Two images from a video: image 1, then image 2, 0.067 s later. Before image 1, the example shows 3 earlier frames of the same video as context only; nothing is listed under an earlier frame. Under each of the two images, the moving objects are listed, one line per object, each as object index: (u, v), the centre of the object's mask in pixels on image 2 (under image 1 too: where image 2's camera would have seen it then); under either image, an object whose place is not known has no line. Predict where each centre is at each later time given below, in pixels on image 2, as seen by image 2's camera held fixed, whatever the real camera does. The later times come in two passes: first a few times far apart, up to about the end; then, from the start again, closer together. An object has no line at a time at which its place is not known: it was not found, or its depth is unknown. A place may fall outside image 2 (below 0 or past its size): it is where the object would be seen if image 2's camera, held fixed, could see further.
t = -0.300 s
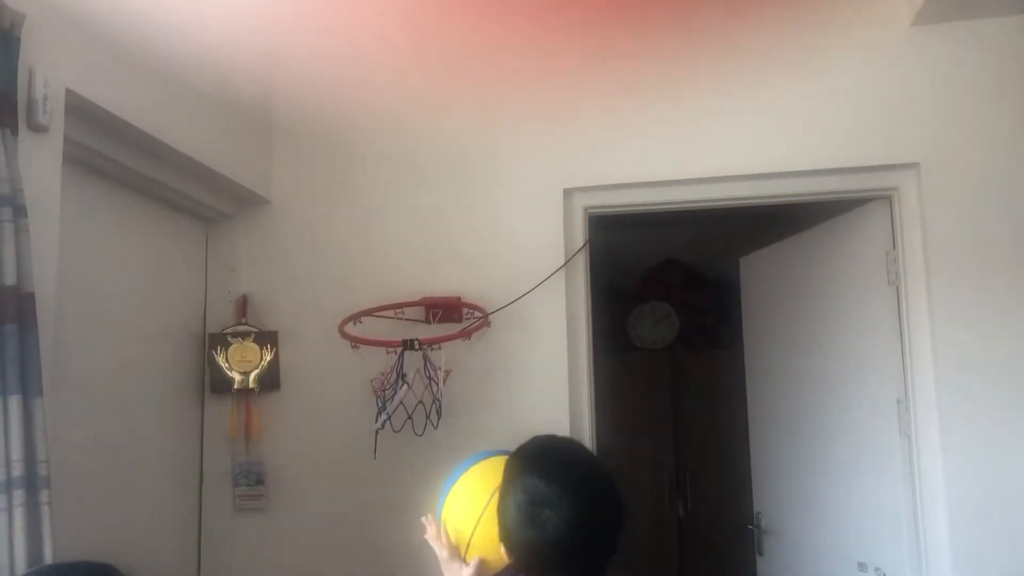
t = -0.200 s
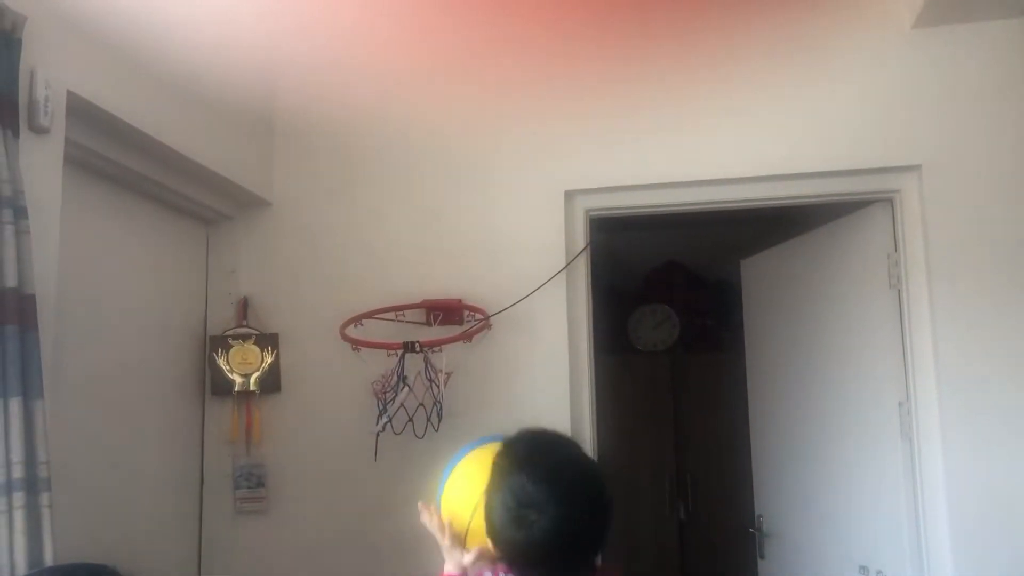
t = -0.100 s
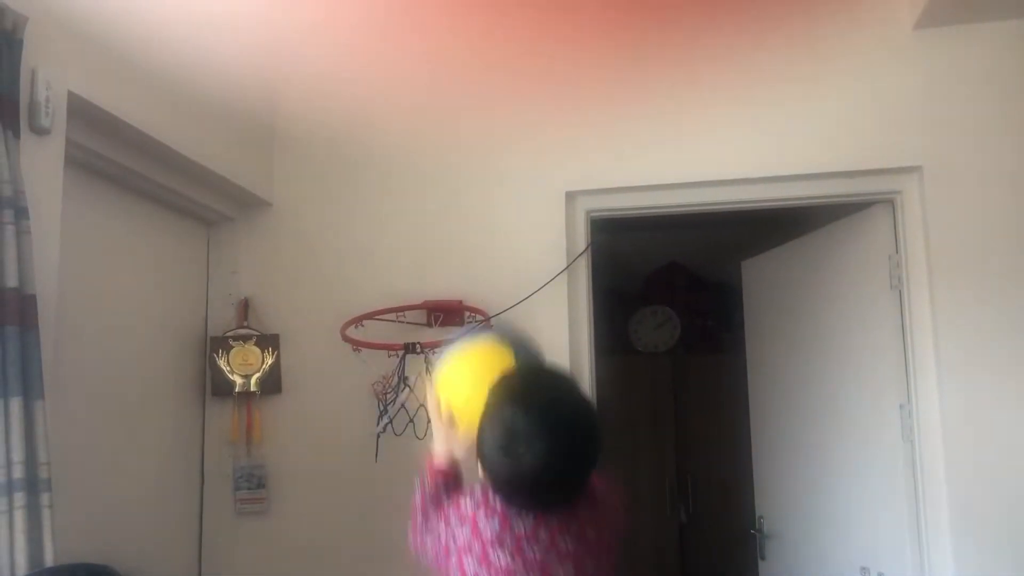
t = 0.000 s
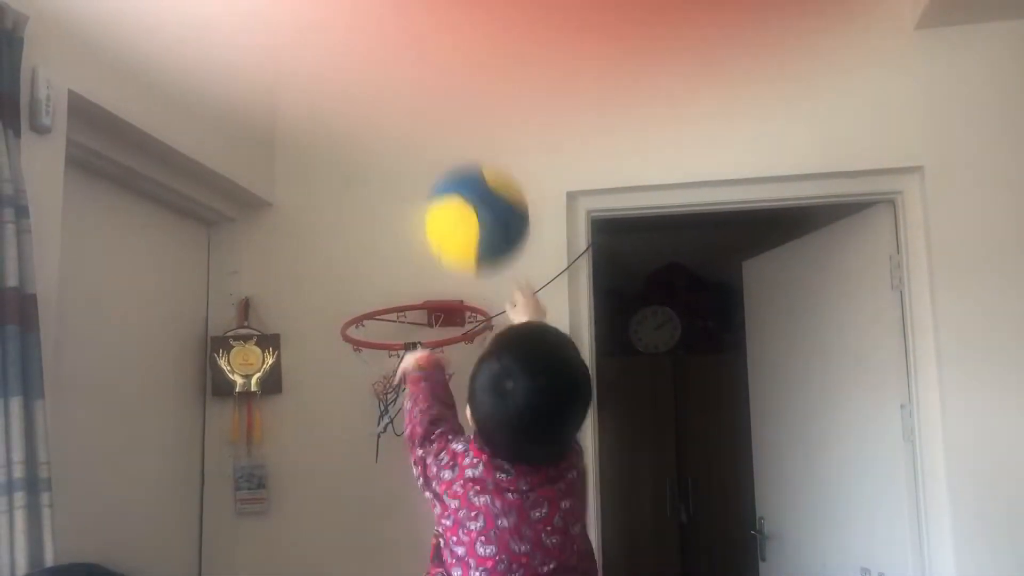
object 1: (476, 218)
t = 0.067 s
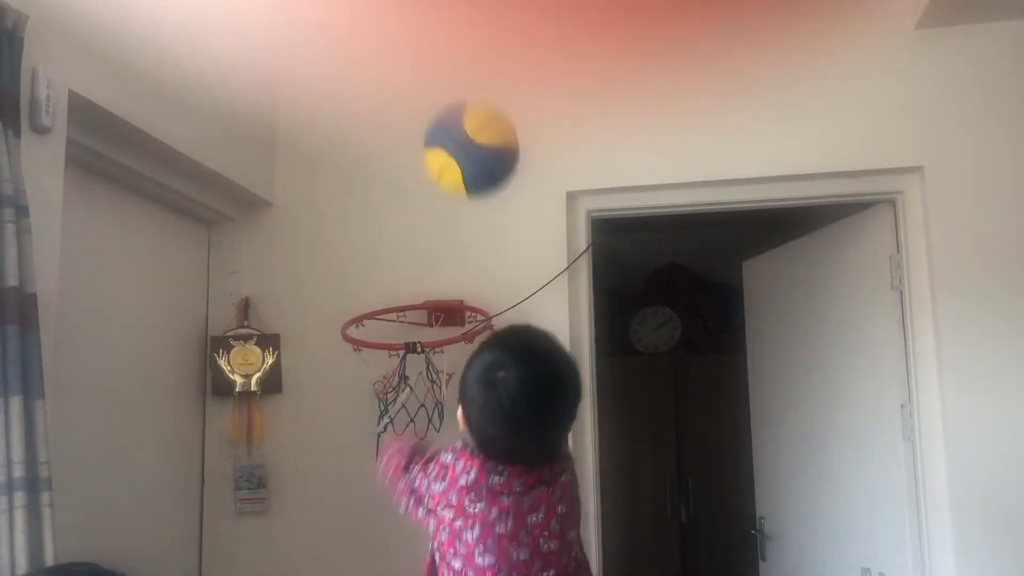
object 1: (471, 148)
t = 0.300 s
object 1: (460, 107)
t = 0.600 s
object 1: (448, 250)
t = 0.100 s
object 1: (469, 125)
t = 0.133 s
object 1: (467, 108)
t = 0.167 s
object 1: (465, 99)
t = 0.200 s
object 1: (464, 95)
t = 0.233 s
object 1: (462, 95)
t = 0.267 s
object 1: (462, 98)
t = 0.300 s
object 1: (460, 107)
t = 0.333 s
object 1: (459, 120)
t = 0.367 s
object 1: (458, 136)
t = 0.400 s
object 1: (457, 156)
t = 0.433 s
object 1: (457, 178)
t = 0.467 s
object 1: (456, 206)
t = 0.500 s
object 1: (455, 235)
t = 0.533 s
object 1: (454, 268)
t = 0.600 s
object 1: (448, 250)
